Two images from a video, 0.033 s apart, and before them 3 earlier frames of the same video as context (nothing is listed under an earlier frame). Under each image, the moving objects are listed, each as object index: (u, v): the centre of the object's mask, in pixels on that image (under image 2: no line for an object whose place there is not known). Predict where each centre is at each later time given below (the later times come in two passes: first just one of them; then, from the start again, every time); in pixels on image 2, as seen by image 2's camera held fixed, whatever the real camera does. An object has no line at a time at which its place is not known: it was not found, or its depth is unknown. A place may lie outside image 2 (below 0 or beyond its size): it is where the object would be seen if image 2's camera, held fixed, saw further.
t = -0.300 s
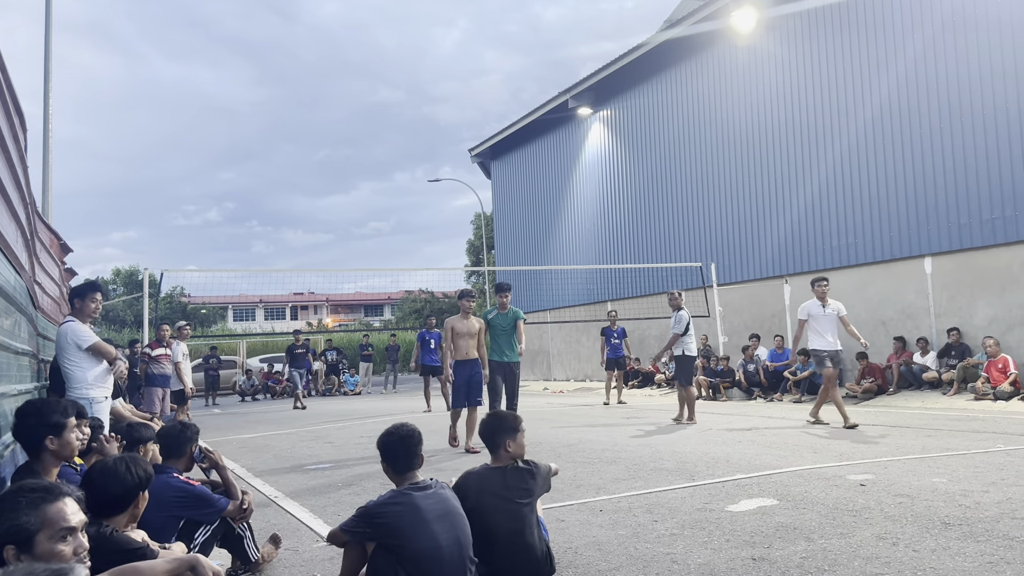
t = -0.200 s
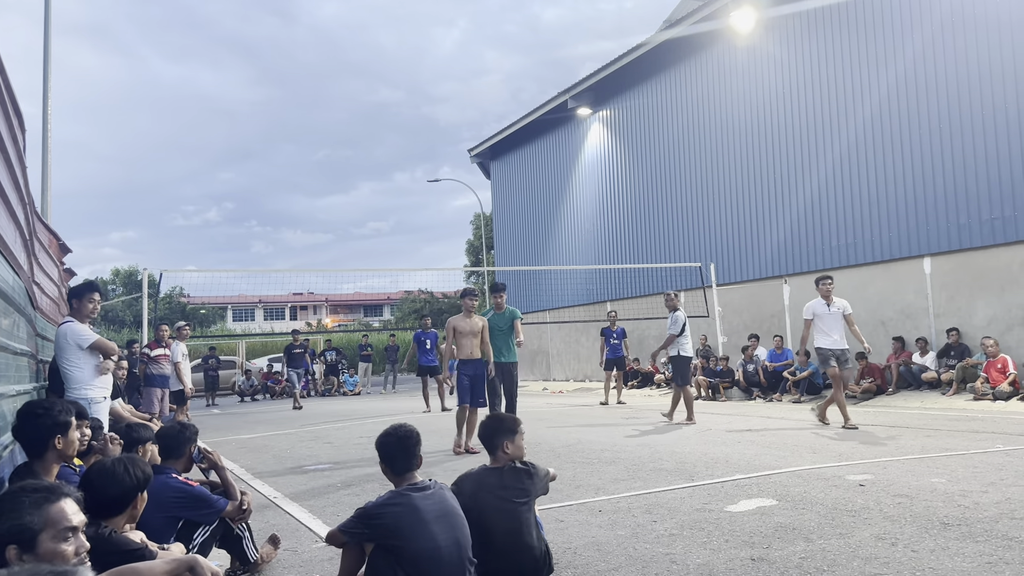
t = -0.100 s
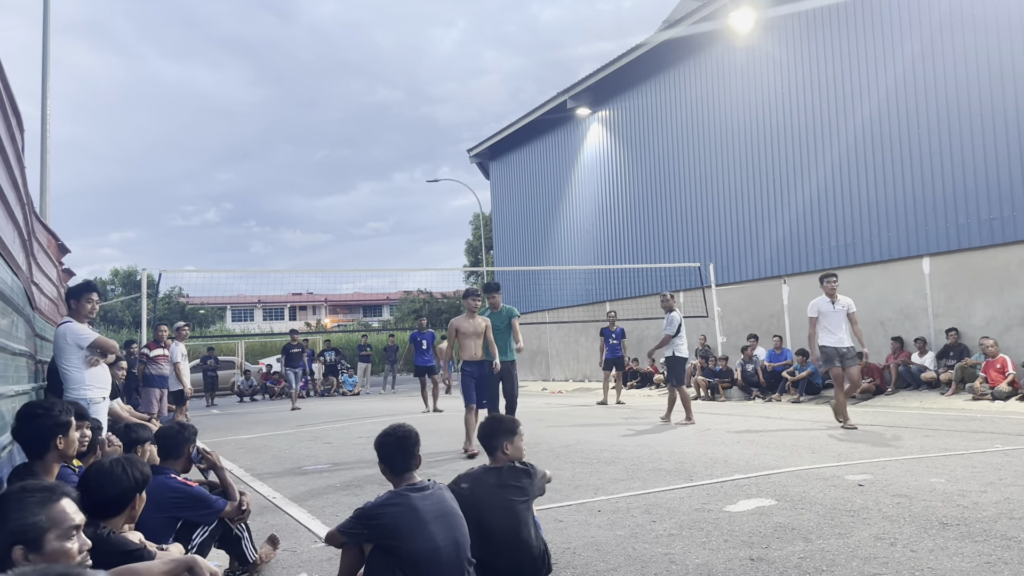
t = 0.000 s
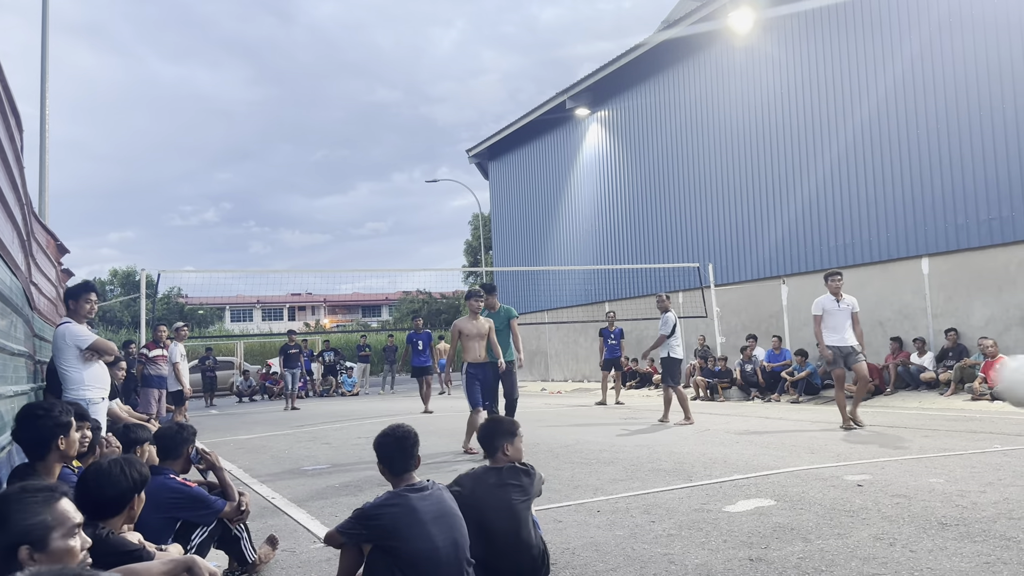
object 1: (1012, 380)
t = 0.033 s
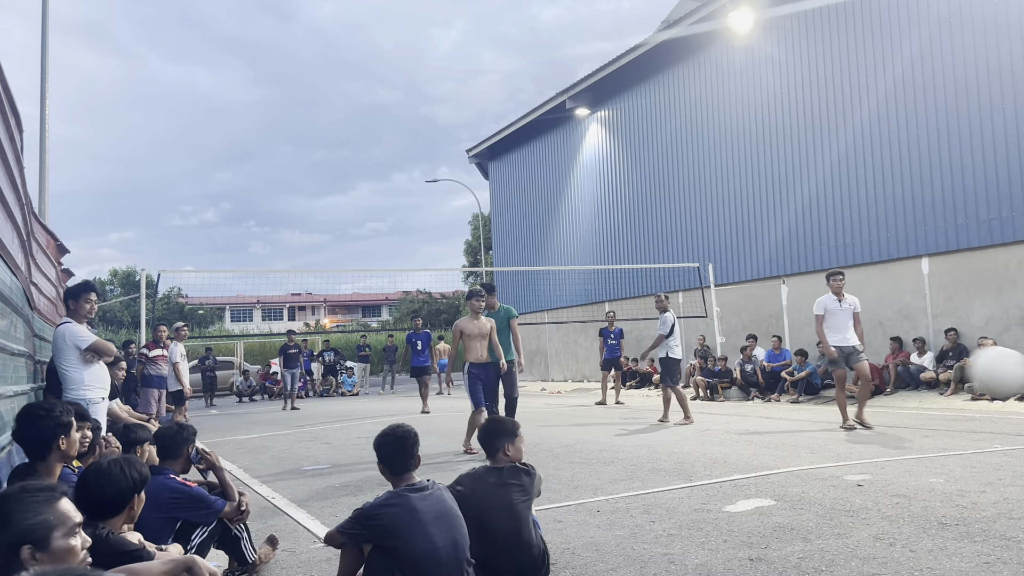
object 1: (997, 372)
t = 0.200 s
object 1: (895, 362)
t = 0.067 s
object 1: (974, 364)
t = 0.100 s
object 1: (955, 360)
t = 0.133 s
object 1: (934, 358)
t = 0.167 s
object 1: (913, 358)
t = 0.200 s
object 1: (895, 362)
